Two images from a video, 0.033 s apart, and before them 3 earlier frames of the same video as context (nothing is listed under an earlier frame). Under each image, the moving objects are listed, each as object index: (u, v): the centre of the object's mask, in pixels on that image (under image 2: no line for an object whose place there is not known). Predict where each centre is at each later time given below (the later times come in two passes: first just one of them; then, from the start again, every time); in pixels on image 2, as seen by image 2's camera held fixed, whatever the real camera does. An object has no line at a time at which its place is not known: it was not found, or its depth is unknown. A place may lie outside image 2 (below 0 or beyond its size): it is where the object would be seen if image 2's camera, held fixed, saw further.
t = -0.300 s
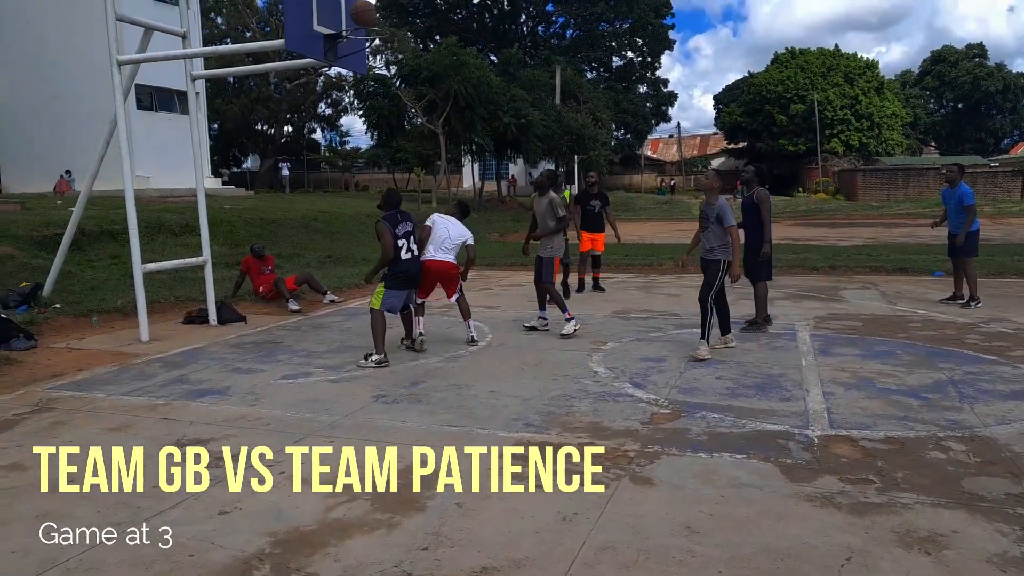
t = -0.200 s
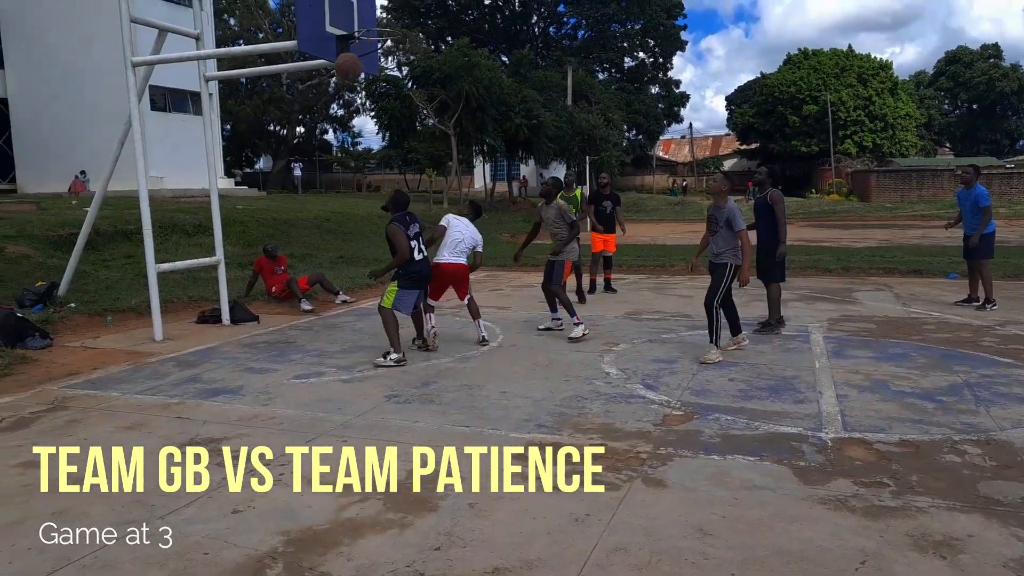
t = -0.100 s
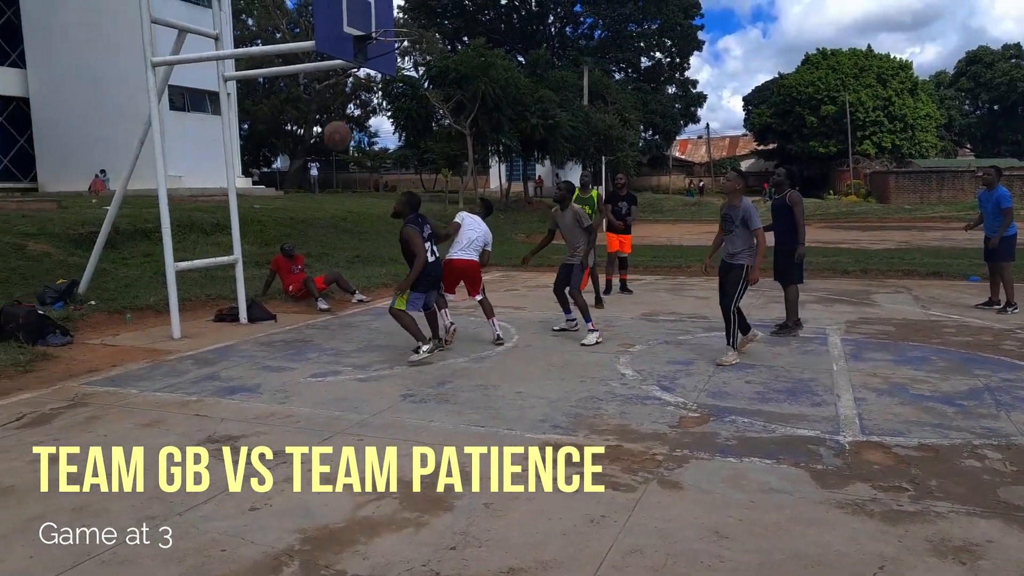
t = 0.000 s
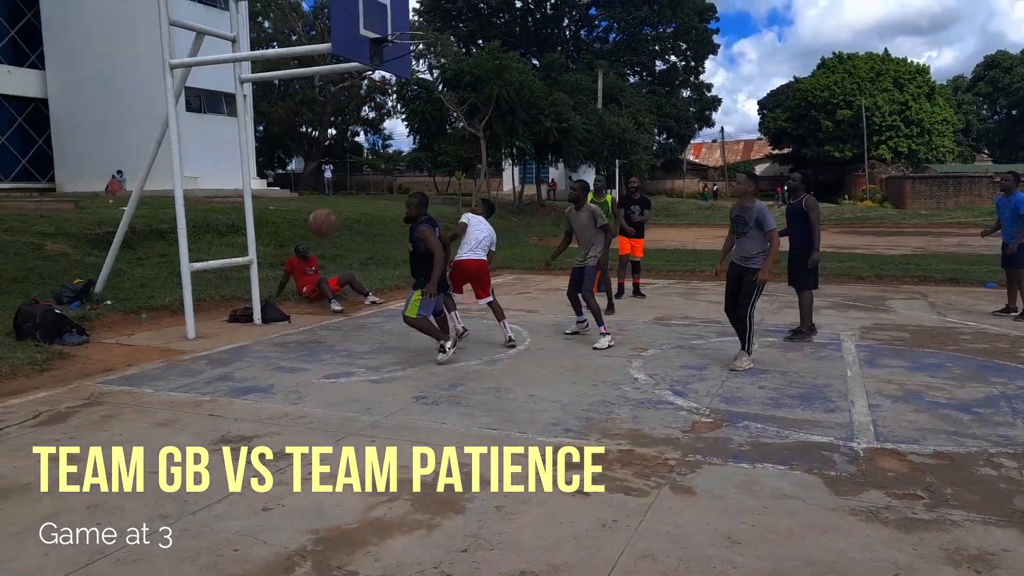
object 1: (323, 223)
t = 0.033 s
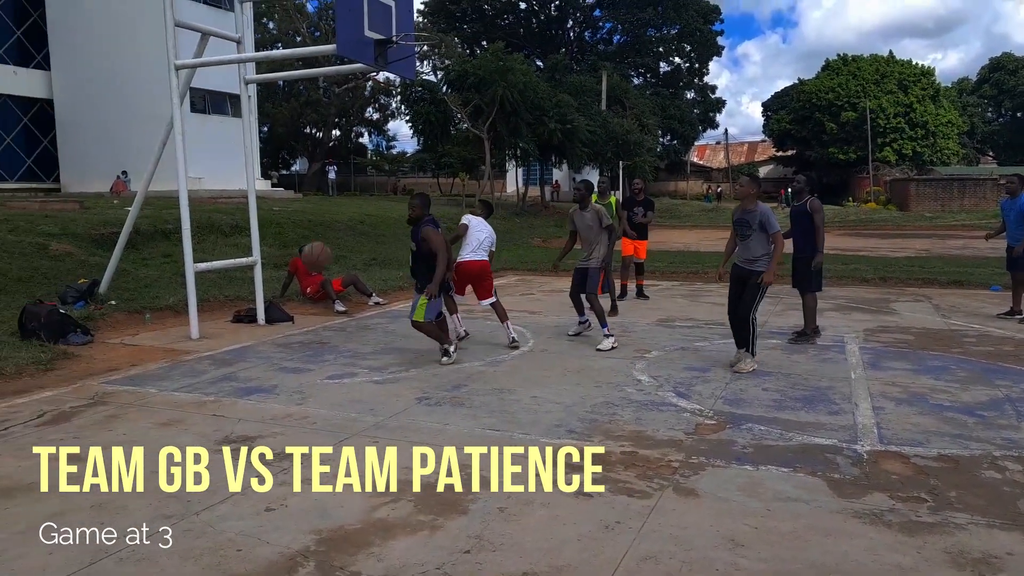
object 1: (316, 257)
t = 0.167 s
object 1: (275, 358)
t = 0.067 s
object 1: (307, 291)
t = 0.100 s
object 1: (294, 329)
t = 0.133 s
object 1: (283, 368)
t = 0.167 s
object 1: (275, 358)
